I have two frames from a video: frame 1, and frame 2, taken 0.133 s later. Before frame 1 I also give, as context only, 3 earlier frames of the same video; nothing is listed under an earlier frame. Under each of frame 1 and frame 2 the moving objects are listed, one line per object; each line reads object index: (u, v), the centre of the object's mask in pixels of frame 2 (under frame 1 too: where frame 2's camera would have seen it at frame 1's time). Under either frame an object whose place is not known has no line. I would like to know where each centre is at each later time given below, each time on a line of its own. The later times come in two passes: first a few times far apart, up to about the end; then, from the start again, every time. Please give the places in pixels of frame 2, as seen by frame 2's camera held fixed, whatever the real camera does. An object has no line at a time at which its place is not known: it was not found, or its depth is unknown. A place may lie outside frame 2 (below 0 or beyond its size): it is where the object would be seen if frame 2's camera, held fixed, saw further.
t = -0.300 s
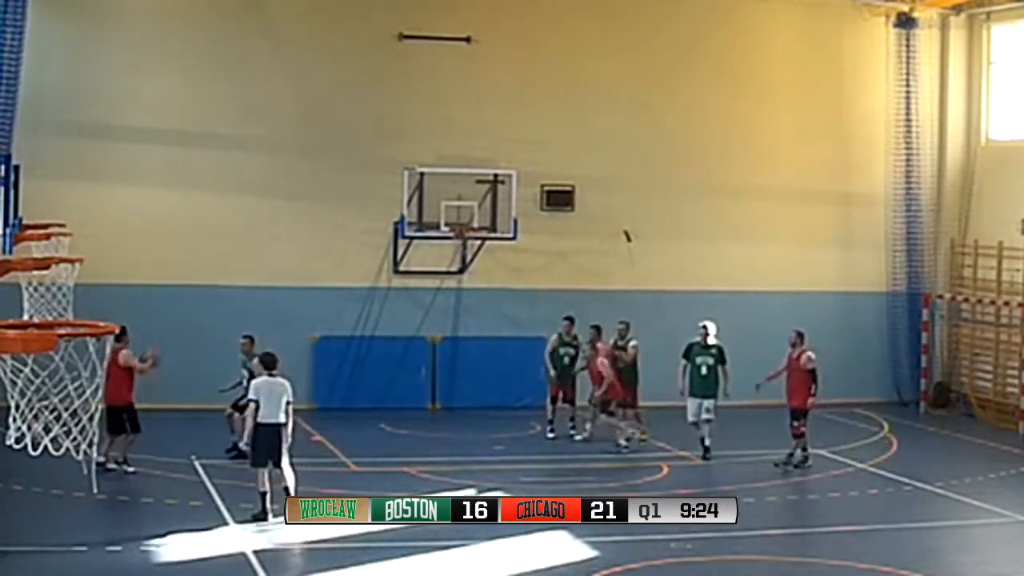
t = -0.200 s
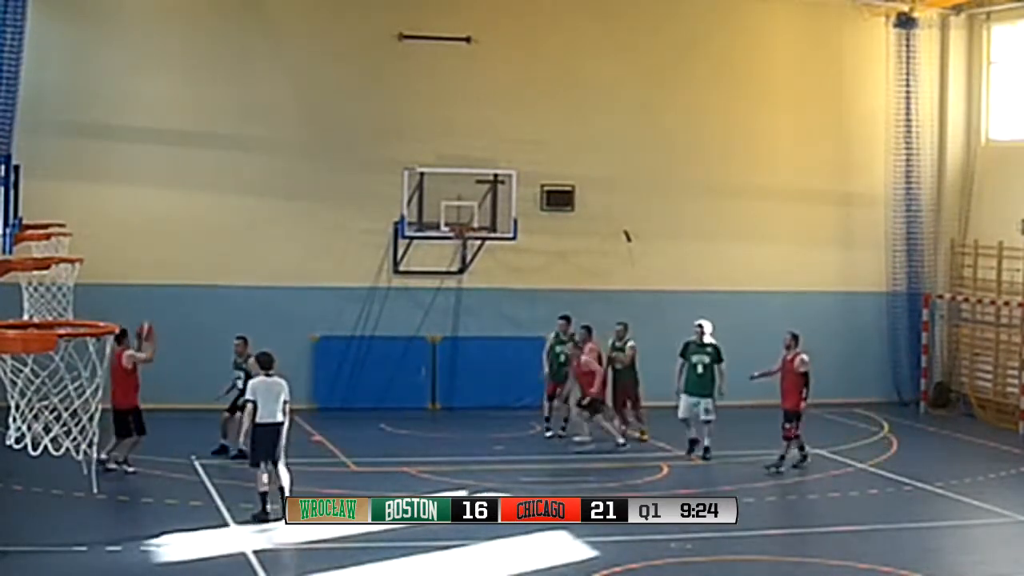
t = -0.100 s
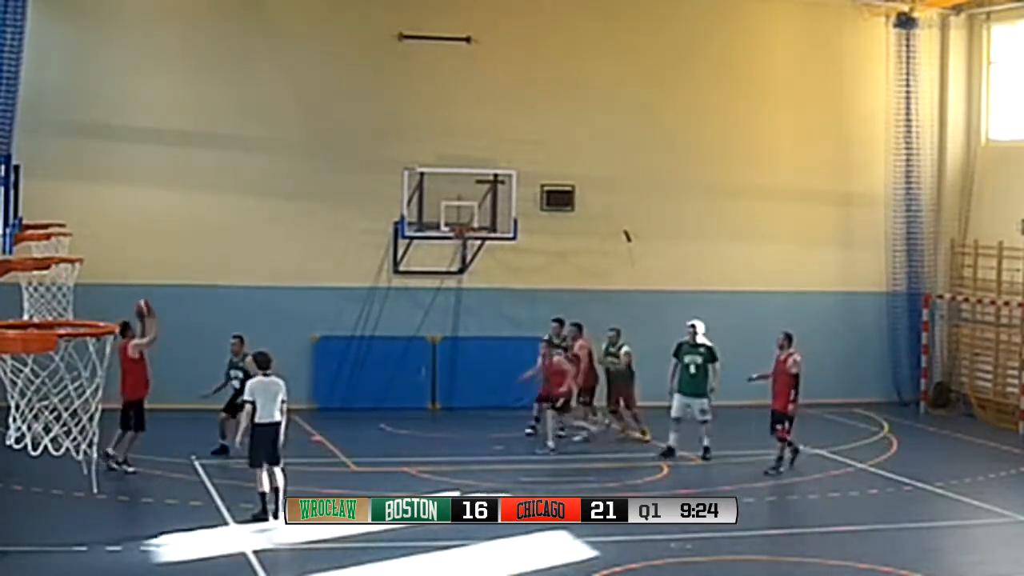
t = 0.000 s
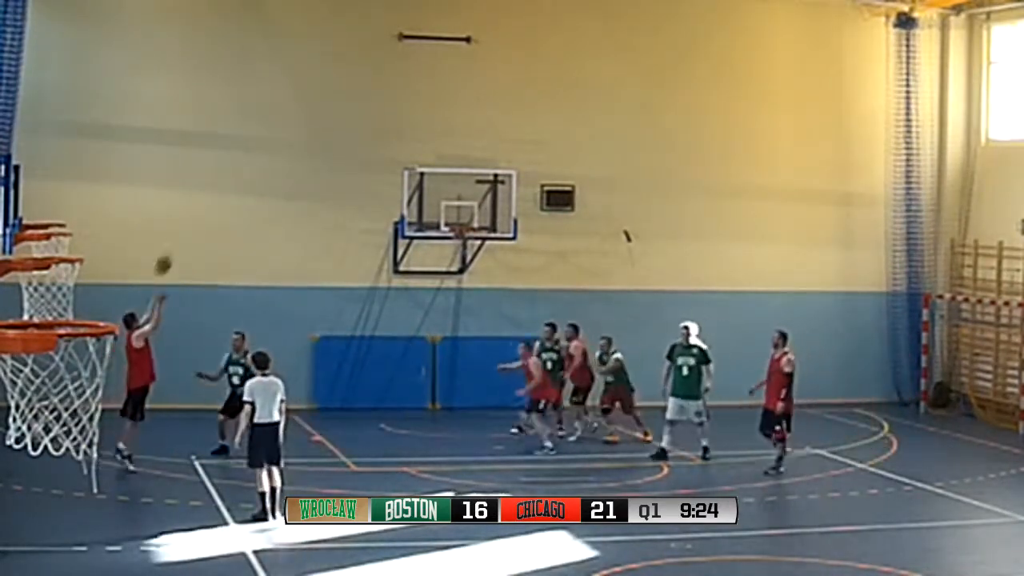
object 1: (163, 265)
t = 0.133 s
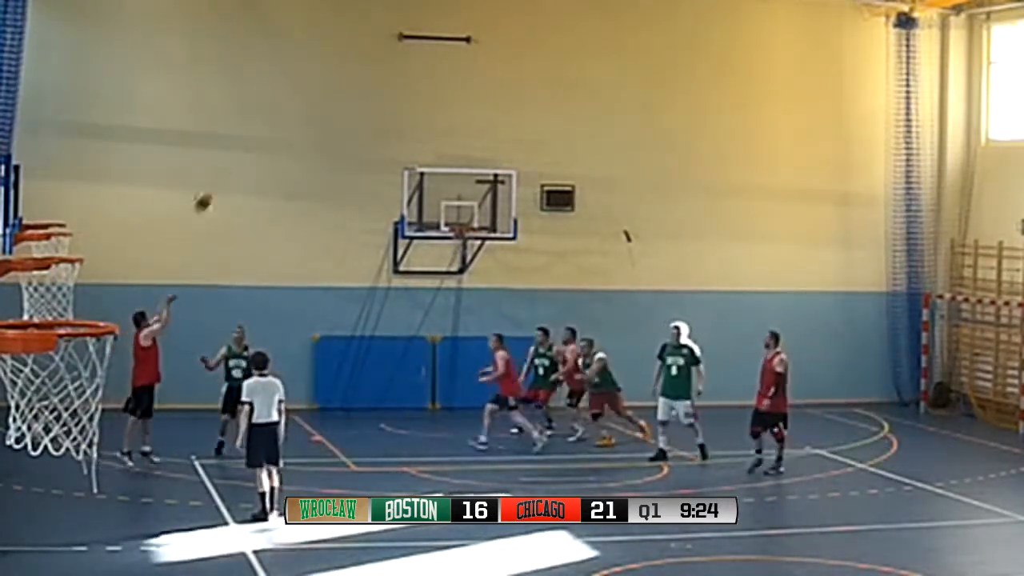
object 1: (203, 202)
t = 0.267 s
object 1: (240, 154)
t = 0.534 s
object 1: (310, 105)
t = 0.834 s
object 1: (380, 111)
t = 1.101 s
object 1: (434, 164)
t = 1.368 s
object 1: (466, 247)
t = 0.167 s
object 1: (213, 188)
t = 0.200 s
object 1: (221, 176)
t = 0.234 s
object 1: (230, 165)
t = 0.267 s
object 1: (240, 154)
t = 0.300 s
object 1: (250, 145)
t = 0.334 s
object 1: (258, 137)
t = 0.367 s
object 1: (267, 129)
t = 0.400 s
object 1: (275, 123)
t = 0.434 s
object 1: (284, 117)
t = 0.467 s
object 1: (293, 112)
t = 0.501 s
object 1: (301, 108)
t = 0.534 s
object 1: (310, 105)
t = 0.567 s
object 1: (317, 102)
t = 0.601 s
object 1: (325, 101)
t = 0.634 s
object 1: (334, 99)
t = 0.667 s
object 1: (341, 99)
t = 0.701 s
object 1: (348, 100)
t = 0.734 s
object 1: (357, 101)
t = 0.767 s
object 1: (364, 103)
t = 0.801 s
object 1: (370, 107)
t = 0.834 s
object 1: (380, 111)
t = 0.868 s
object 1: (386, 115)
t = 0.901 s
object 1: (394, 119)
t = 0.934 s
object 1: (400, 125)
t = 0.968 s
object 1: (407, 132)
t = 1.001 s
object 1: (415, 139)
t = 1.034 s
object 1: (420, 146)
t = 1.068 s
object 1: (426, 154)
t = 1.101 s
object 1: (434, 164)
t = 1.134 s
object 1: (441, 174)
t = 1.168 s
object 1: (447, 185)
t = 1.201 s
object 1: (453, 194)
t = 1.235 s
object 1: (459, 206)
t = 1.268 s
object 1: (466, 219)
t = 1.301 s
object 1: (471, 231)
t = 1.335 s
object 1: (469, 239)
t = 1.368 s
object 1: (466, 247)
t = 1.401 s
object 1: (461, 259)
